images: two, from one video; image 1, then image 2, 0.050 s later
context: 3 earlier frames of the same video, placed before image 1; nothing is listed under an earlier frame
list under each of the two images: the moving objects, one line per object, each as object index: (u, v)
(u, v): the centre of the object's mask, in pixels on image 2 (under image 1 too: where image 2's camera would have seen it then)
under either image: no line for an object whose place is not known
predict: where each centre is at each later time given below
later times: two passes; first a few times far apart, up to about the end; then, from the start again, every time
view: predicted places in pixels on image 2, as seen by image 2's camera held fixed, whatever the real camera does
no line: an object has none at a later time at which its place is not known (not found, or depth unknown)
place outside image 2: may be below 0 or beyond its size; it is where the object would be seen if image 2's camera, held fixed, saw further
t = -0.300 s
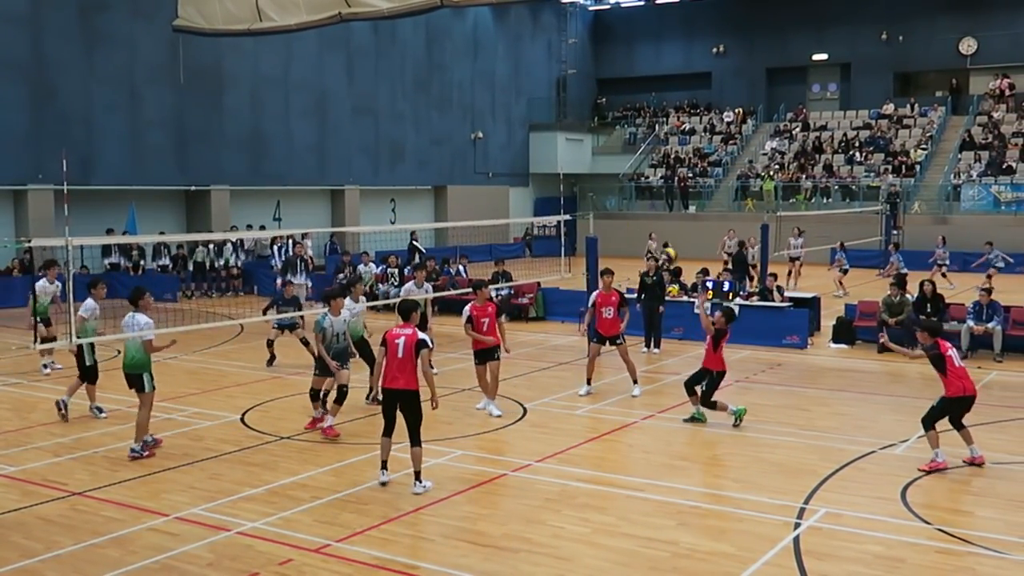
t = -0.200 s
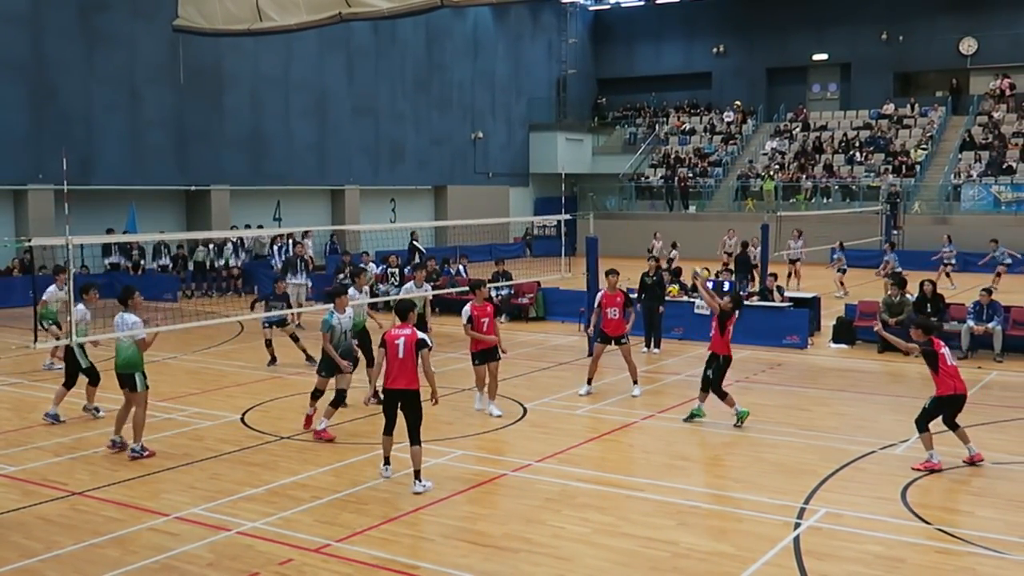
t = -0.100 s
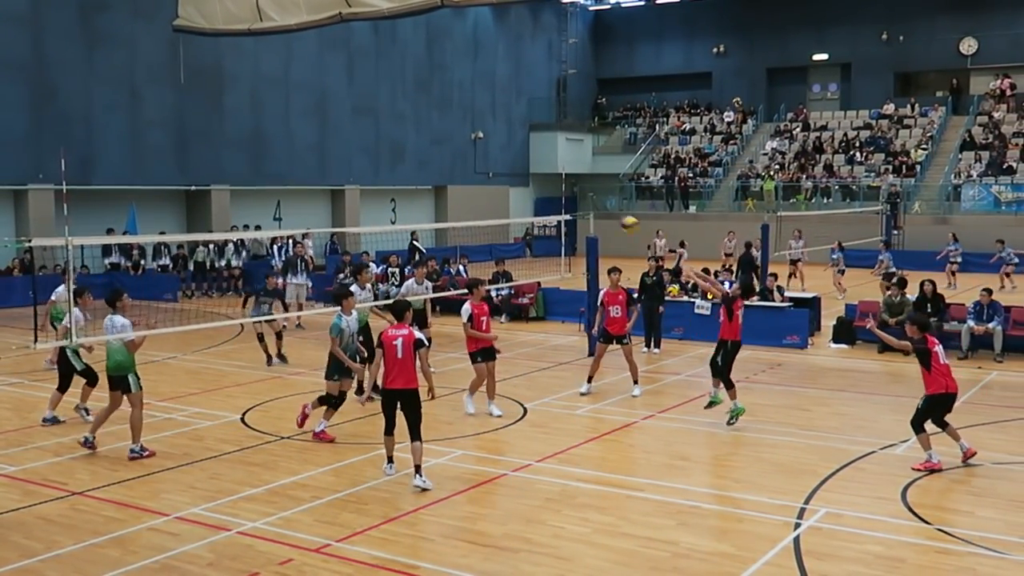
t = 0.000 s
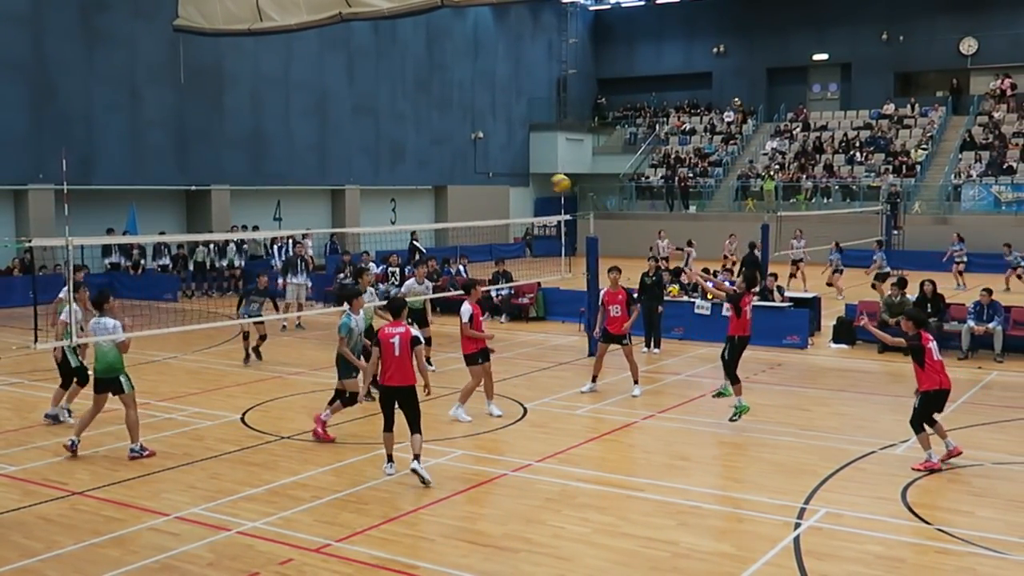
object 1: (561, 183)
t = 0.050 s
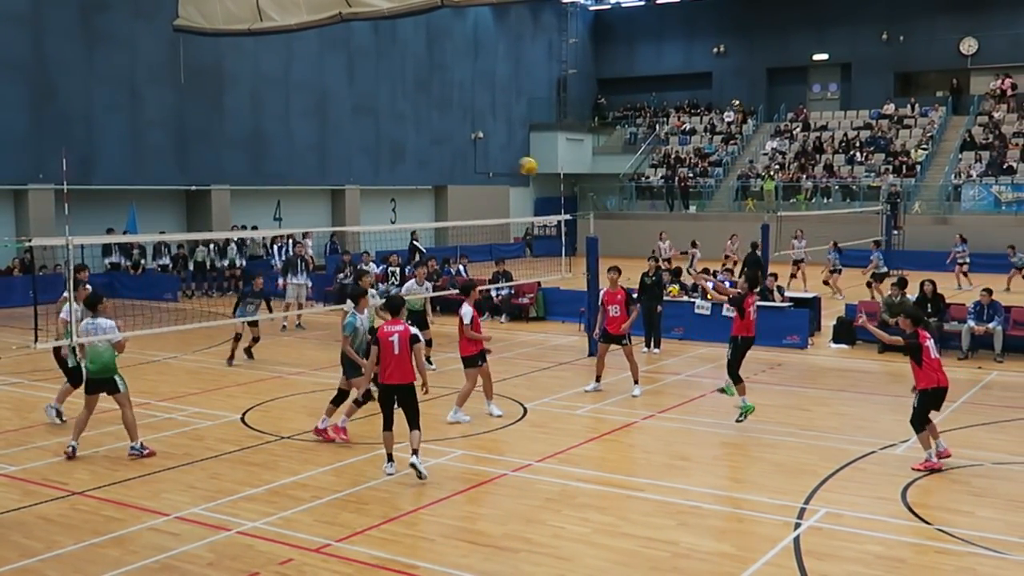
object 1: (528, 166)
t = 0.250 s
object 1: (405, 124)
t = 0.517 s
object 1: (260, 126)
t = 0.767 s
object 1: (148, 175)
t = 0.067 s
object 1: (518, 161)
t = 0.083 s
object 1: (506, 156)
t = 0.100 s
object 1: (496, 152)
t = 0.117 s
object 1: (485, 147)
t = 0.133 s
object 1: (475, 143)
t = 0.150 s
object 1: (465, 140)
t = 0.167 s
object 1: (454, 137)
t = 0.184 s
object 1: (444, 134)
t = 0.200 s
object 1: (434, 131)
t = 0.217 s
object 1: (424, 129)
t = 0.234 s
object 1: (414, 126)
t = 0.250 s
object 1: (405, 124)
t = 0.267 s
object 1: (395, 122)
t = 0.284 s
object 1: (386, 121)
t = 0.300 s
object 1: (376, 120)
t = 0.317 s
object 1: (367, 119)
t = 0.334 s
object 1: (357, 118)
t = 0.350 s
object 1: (348, 118)
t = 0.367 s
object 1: (339, 118)
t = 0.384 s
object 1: (330, 118)
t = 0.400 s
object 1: (320, 118)
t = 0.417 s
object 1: (311, 118)
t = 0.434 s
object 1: (303, 119)
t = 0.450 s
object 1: (294, 120)
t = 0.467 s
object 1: (285, 121)
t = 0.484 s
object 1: (277, 123)
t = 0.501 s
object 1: (269, 124)
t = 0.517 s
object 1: (260, 126)
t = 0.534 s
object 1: (252, 128)
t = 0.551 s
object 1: (245, 131)
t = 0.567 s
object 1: (236, 133)
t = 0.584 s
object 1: (228, 135)
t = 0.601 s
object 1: (221, 138)
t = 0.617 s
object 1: (213, 141)
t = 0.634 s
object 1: (206, 144)
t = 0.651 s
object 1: (198, 147)
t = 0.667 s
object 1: (191, 151)
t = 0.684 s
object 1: (184, 155)
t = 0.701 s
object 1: (176, 158)
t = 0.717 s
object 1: (170, 163)
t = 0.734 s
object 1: (162, 167)
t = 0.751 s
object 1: (155, 171)
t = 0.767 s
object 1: (148, 175)
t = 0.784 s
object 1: (142, 179)
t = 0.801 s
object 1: (135, 185)
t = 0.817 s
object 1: (128, 190)
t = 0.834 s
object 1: (121, 195)
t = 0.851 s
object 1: (115, 200)
